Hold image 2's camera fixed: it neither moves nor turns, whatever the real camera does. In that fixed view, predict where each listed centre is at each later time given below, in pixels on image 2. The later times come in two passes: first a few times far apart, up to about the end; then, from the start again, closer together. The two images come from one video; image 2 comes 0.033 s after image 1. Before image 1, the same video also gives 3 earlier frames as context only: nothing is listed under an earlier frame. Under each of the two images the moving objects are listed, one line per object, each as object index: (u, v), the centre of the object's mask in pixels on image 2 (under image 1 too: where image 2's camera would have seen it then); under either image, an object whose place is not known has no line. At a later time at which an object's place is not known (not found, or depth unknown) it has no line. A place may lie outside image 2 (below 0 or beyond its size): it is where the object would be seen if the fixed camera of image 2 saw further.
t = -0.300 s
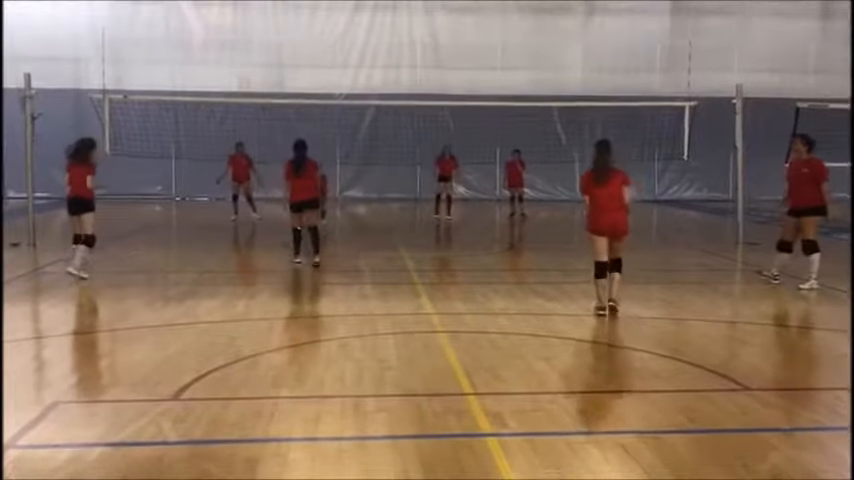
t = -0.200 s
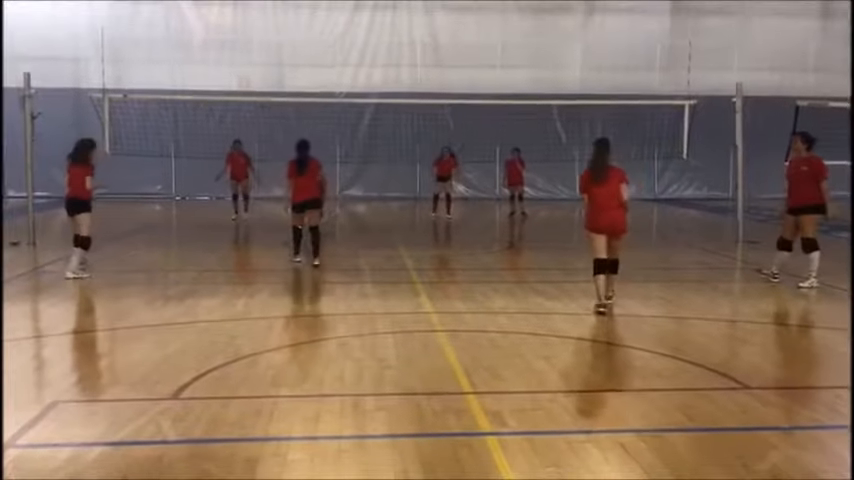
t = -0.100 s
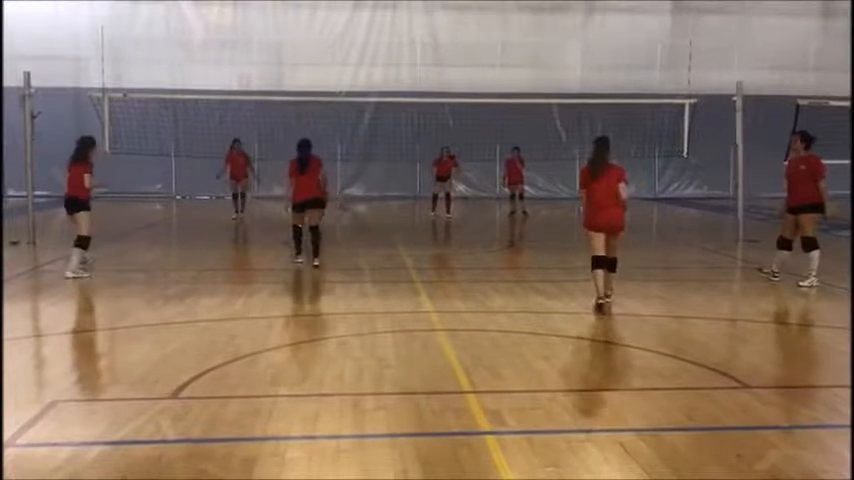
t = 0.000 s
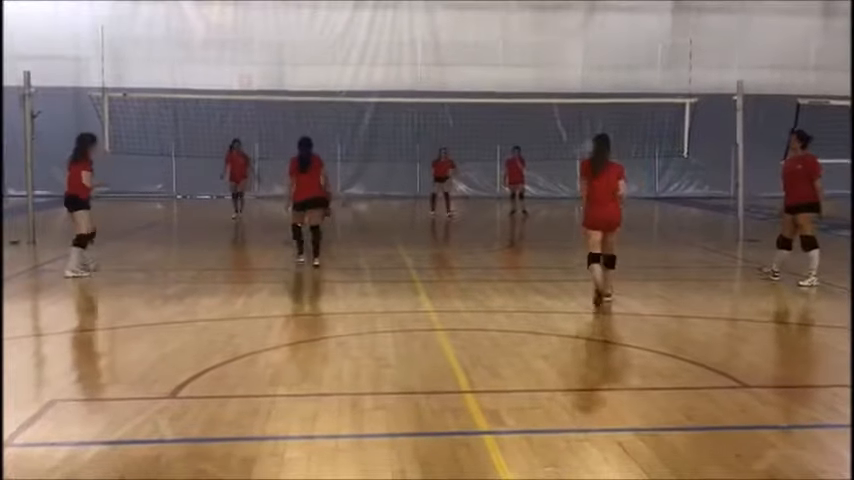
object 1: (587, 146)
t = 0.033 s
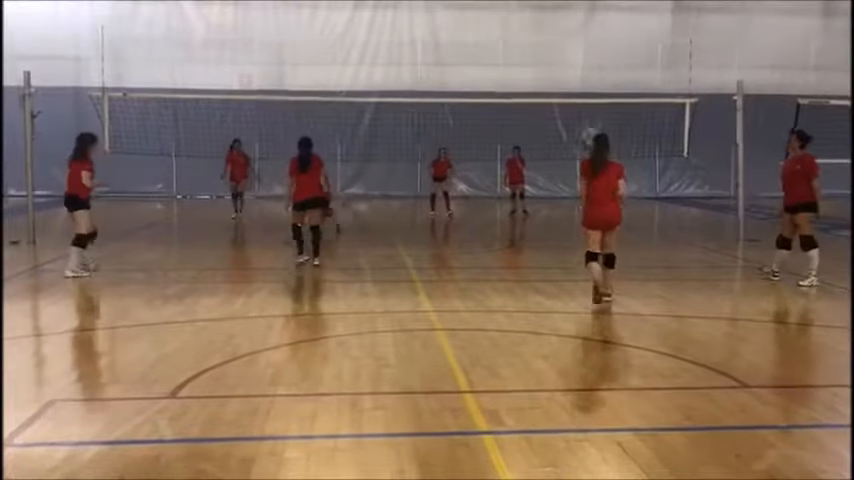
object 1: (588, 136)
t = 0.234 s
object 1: (589, 75)
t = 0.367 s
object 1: (589, 56)
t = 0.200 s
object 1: (589, 83)
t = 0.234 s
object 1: (589, 75)
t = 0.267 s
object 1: (590, 69)
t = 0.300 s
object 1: (589, 63)
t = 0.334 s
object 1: (589, 59)
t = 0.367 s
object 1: (589, 56)
